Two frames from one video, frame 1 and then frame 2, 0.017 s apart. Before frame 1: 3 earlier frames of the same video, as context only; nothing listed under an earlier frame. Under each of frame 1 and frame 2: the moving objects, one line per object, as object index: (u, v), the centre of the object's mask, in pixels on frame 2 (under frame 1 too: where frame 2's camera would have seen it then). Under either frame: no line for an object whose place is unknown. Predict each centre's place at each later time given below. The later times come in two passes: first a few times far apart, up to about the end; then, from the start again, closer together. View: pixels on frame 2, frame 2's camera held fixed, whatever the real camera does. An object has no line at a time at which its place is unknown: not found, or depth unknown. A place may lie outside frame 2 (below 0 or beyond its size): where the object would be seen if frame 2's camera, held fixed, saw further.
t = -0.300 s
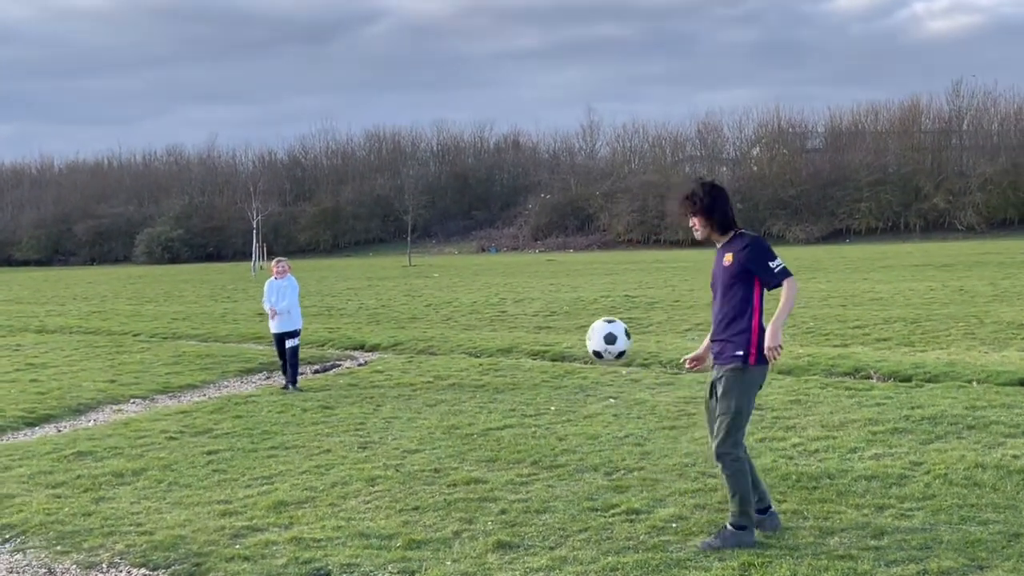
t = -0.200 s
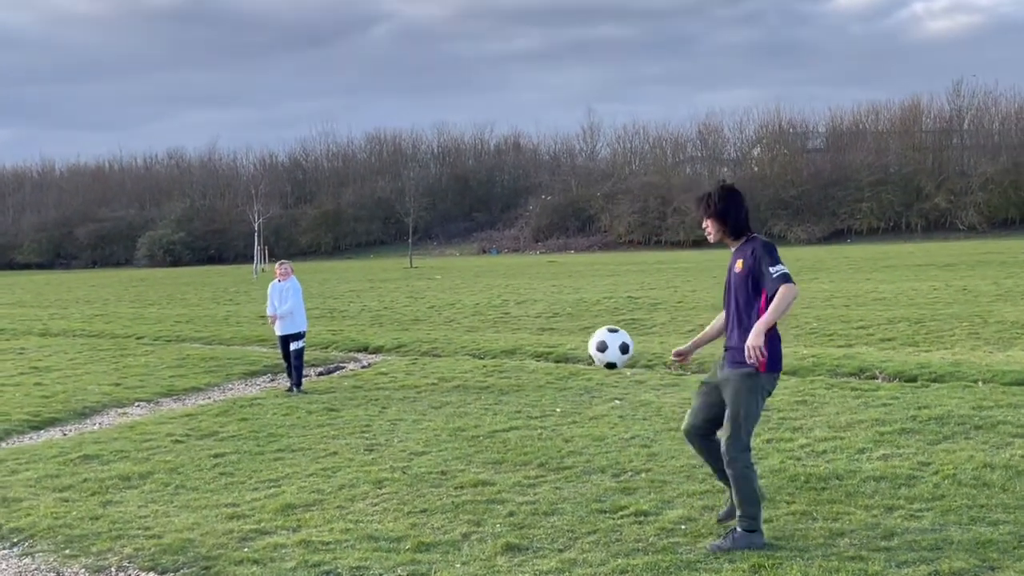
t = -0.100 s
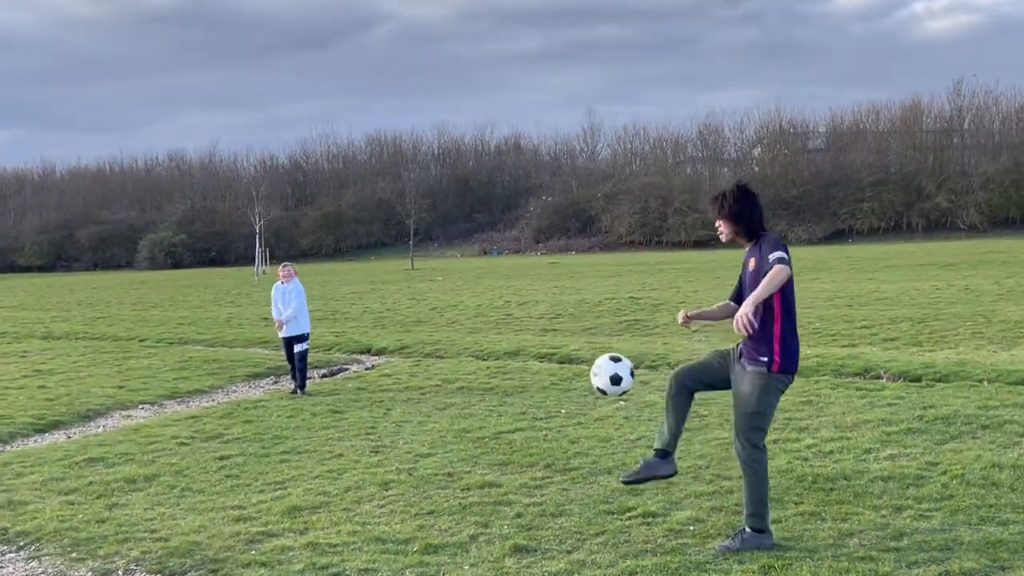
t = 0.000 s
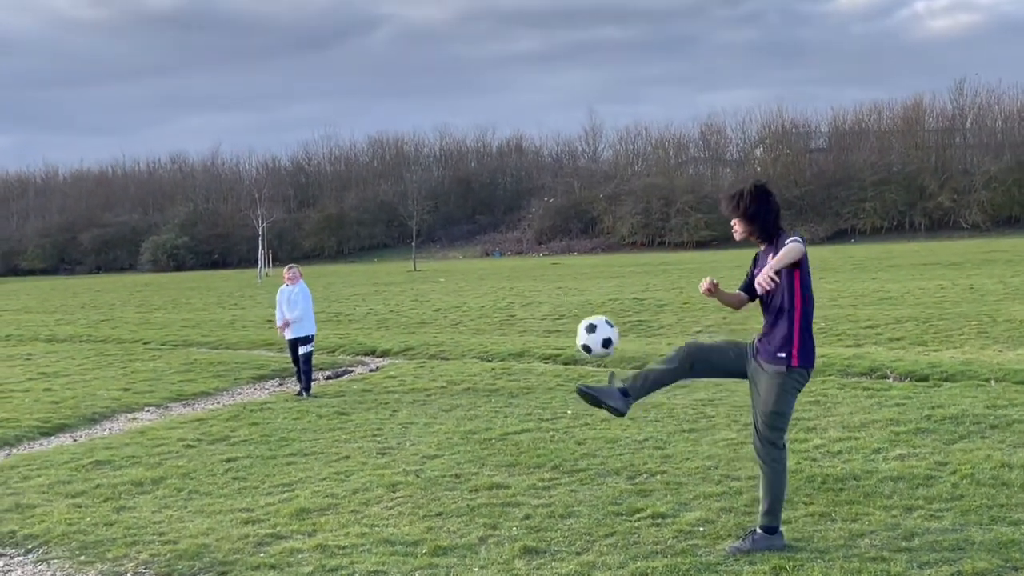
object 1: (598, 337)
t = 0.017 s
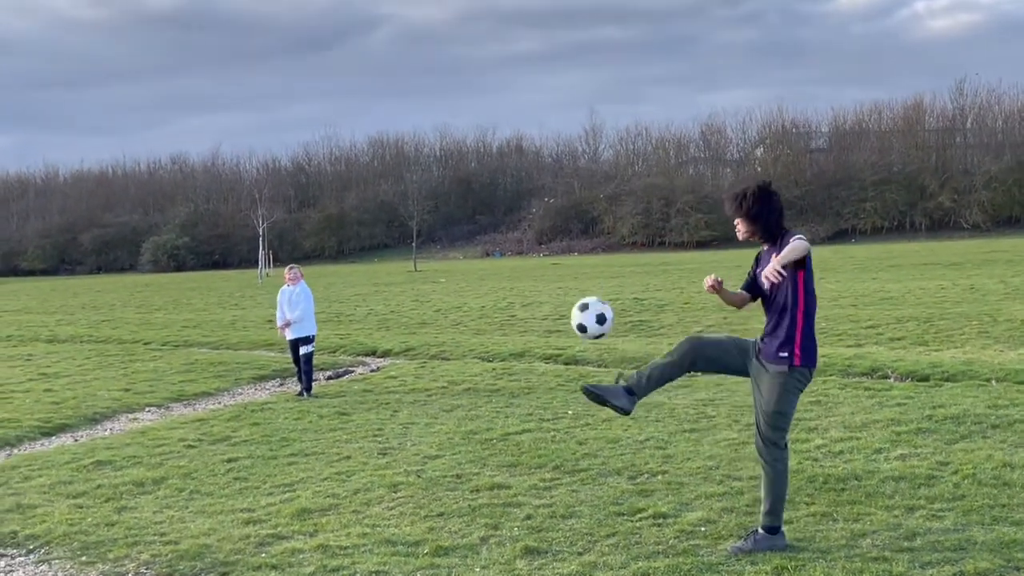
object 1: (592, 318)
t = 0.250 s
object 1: (516, 137)
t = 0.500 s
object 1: (449, 80)
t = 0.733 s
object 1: (406, 118)
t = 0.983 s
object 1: (370, 231)
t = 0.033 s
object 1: (585, 300)
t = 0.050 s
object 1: (579, 283)
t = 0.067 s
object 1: (573, 267)
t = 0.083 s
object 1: (568, 252)
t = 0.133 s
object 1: (552, 210)
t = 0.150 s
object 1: (547, 198)
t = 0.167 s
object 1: (542, 186)
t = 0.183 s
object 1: (537, 175)
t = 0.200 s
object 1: (532, 165)
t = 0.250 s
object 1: (516, 137)
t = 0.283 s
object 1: (507, 123)
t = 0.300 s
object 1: (503, 116)
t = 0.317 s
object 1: (497, 111)
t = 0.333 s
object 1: (492, 106)
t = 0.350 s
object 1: (488, 101)
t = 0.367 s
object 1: (483, 97)
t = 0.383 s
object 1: (479, 93)
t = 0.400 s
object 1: (474, 89)
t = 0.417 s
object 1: (470, 86)
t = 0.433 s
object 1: (466, 84)
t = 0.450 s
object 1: (462, 82)
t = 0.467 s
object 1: (458, 81)
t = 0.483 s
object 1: (454, 80)
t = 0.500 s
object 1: (449, 80)
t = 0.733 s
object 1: (406, 118)
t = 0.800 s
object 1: (397, 141)
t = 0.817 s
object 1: (394, 148)
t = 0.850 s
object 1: (389, 162)
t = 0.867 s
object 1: (386, 170)
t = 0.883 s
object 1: (384, 177)
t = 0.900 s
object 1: (381, 185)
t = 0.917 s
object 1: (379, 194)
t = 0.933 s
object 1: (377, 203)
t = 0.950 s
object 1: (375, 212)
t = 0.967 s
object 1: (372, 222)
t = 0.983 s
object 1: (370, 231)
